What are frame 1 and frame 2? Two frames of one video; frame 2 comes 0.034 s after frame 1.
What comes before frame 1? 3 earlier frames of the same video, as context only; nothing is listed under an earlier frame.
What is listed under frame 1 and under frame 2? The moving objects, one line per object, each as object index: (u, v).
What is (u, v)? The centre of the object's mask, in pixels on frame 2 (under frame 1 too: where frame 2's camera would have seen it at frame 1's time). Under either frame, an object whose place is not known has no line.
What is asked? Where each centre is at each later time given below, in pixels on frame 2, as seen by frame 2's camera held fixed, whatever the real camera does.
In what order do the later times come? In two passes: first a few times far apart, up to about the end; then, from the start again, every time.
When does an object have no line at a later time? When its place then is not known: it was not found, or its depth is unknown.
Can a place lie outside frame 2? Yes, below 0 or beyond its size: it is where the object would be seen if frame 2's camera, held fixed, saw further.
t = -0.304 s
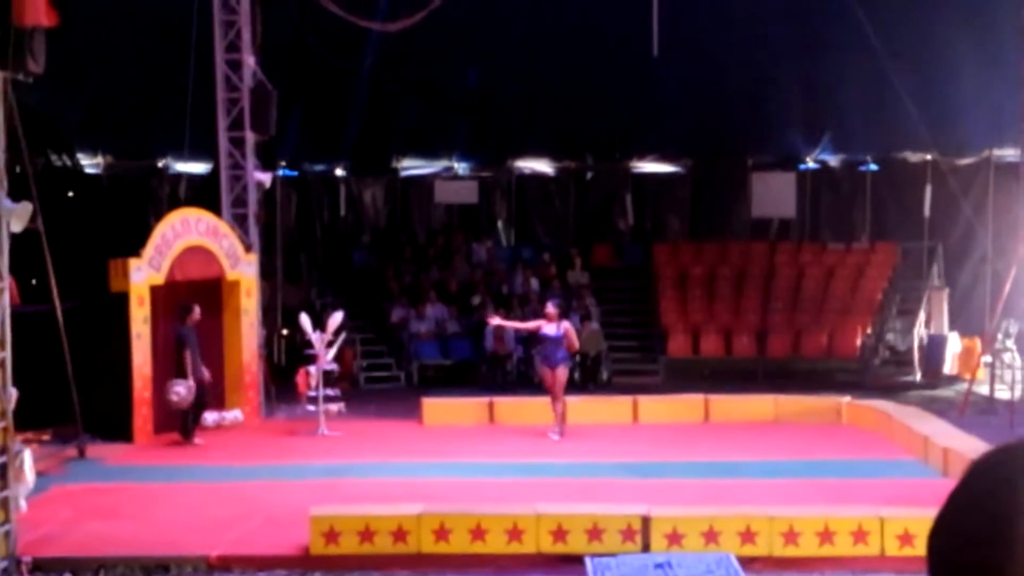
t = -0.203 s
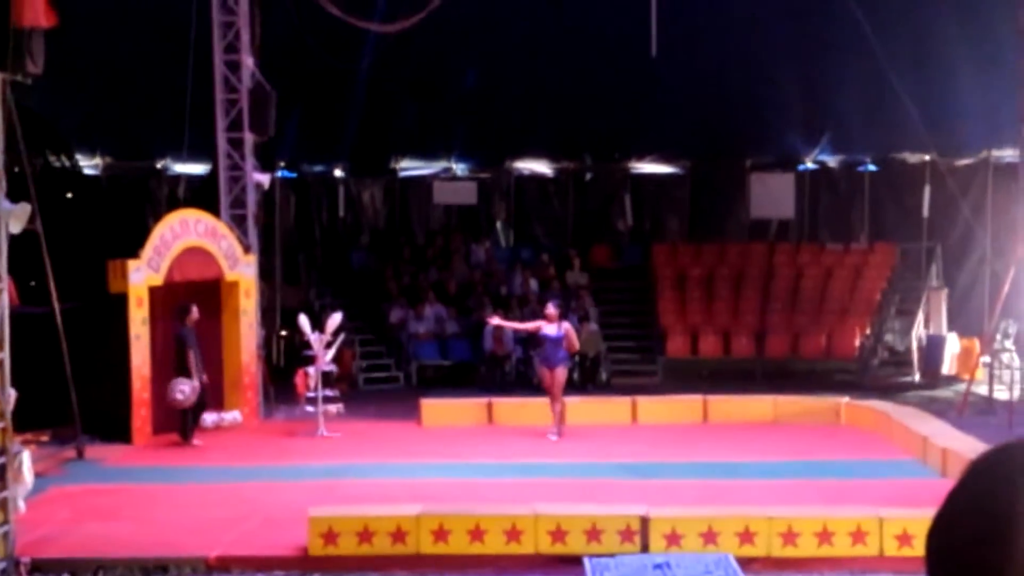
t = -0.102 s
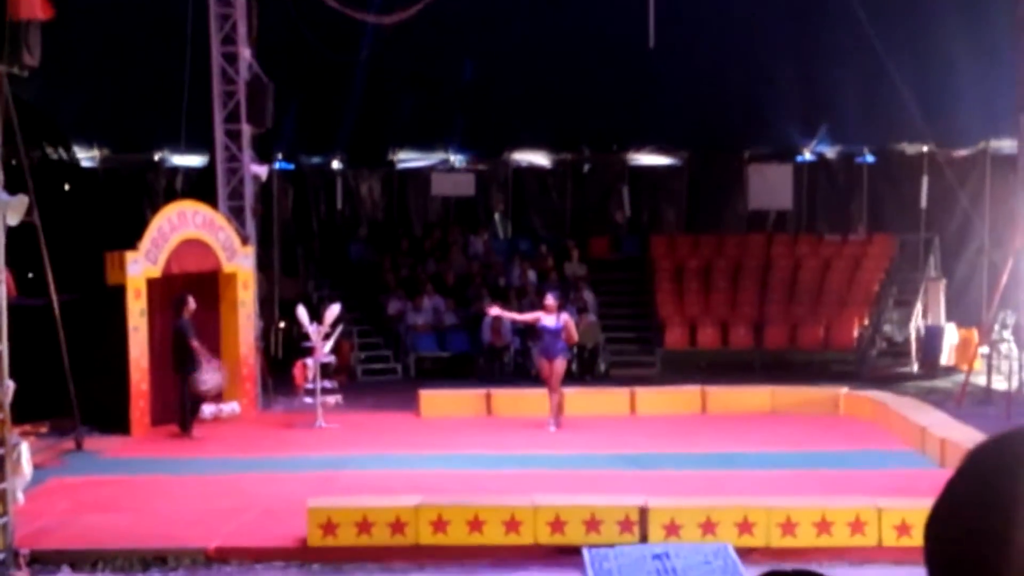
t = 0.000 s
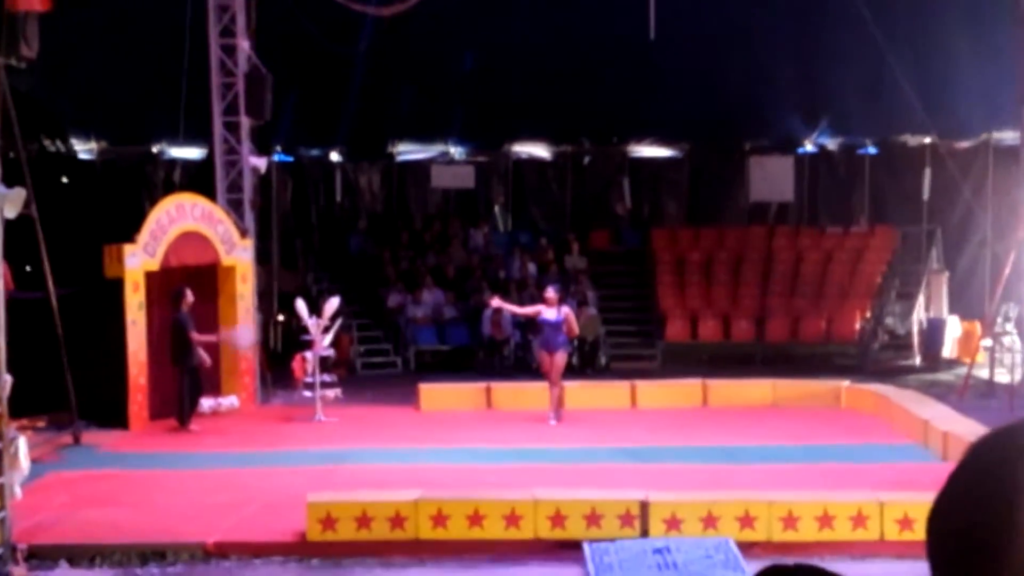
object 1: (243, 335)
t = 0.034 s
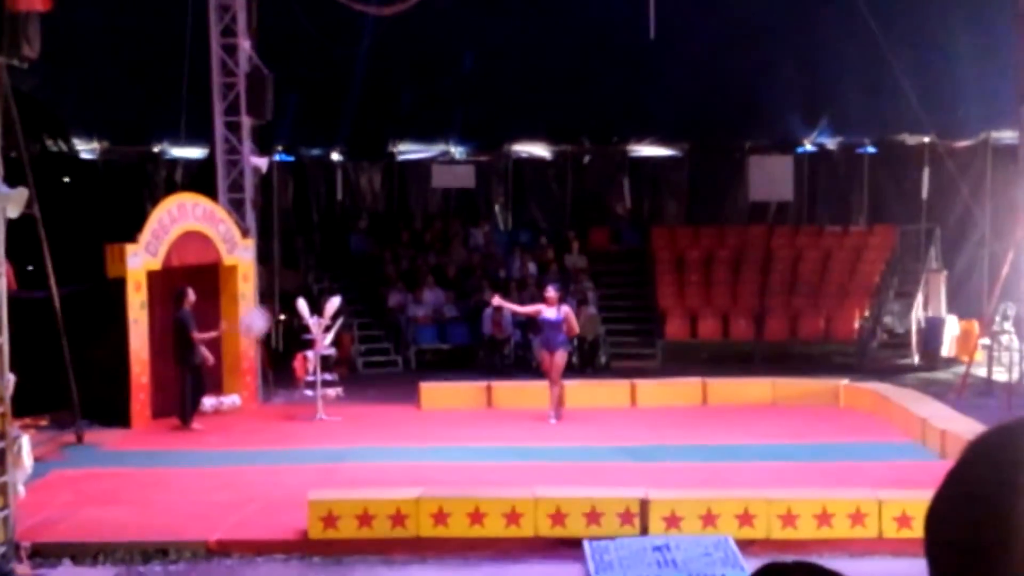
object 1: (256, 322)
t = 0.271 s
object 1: (317, 248)
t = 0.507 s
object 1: (376, 220)
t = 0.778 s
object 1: (442, 245)
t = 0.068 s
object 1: (266, 309)
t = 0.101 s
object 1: (276, 295)
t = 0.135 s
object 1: (283, 284)
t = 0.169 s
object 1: (292, 274)
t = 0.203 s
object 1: (300, 264)
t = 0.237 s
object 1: (309, 255)
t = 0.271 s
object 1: (317, 248)
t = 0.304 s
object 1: (326, 241)
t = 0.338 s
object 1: (334, 235)
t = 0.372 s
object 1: (343, 230)
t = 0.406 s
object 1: (351, 227)
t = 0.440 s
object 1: (359, 224)
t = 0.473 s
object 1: (368, 222)
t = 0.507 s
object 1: (376, 220)
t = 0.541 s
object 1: (384, 220)
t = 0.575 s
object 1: (392, 221)
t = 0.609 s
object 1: (400, 222)
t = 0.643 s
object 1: (409, 225)
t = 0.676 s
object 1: (418, 229)
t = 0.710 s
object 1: (426, 233)
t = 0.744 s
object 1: (434, 238)
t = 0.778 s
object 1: (442, 245)
